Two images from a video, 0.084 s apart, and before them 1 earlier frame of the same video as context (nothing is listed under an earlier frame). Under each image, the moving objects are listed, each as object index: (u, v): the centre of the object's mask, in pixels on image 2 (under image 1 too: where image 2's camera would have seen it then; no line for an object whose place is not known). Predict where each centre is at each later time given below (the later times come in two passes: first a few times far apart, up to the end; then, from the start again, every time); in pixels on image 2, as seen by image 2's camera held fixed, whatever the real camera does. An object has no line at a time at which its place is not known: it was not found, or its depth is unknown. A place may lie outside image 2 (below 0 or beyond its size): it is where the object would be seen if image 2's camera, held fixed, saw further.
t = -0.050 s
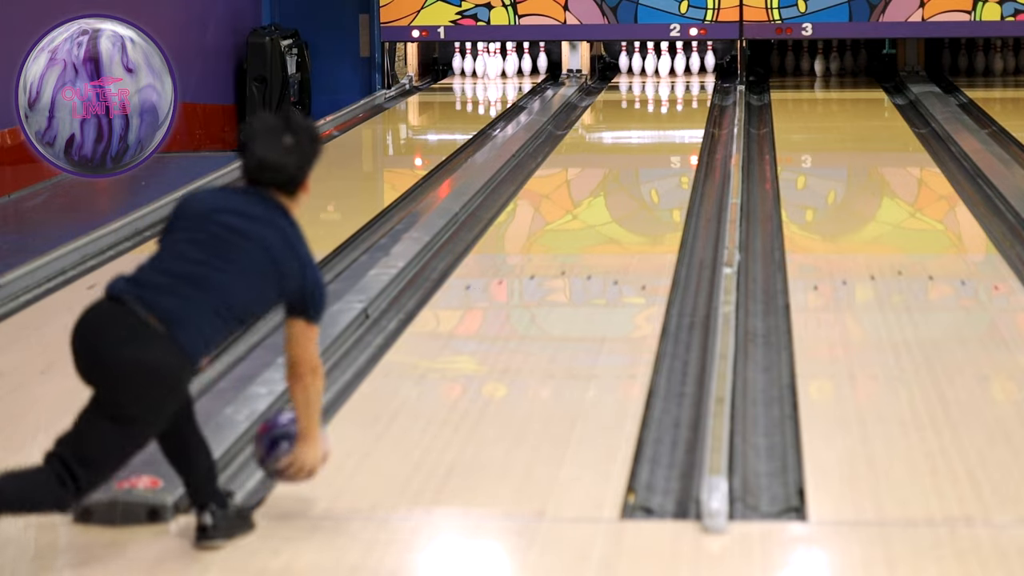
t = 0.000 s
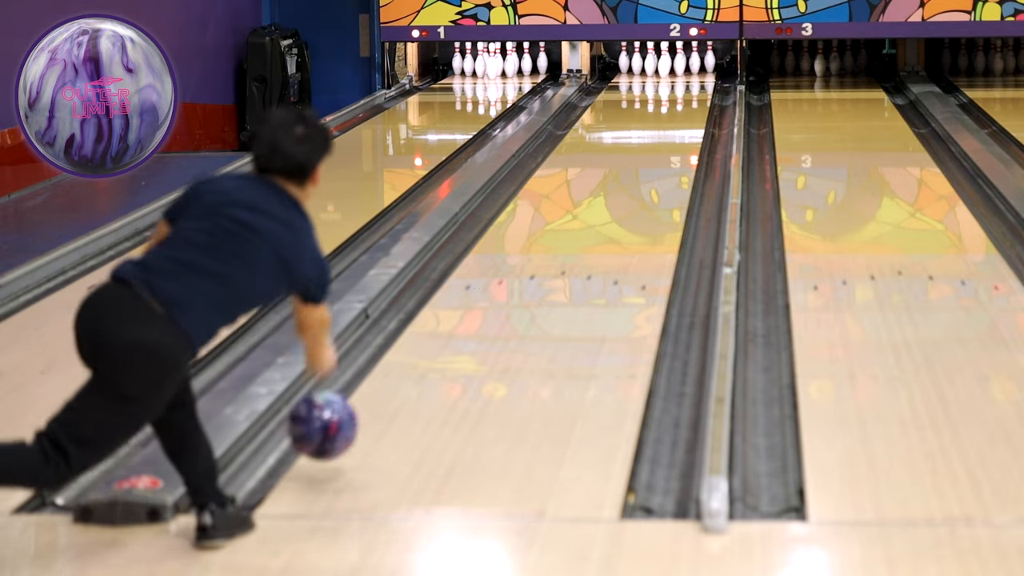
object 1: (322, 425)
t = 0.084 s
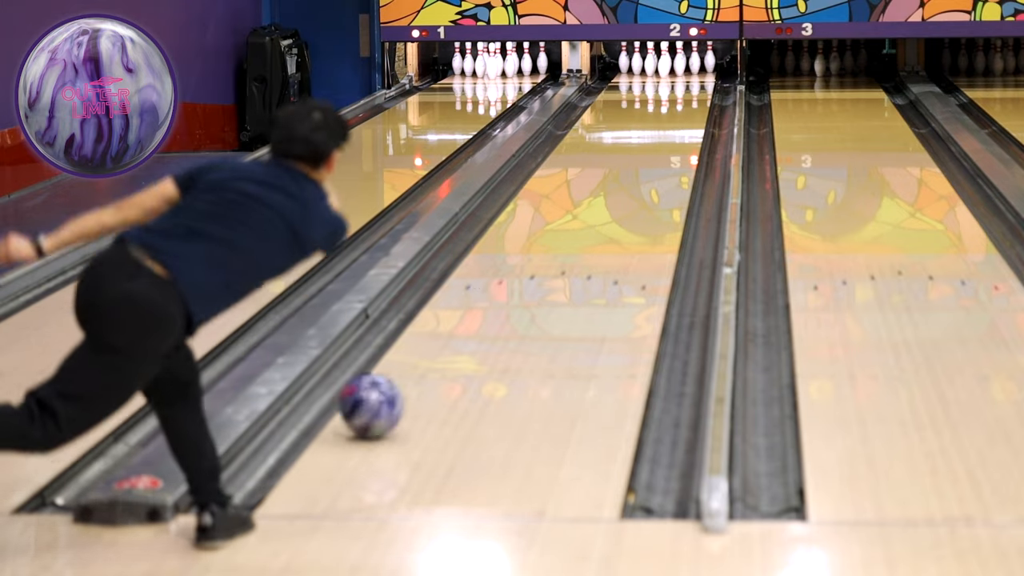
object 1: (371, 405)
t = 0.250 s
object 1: (447, 339)
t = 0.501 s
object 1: (528, 267)
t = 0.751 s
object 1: (584, 215)
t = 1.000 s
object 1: (625, 176)
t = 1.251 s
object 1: (655, 147)
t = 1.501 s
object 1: (677, 123)
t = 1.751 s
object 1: (690, 104)
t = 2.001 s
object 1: (694, 89)
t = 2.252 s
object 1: (684, 76)
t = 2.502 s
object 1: (677, 67)
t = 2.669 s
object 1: (681, 64)
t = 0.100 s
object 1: (380, 397)
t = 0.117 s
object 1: (388, 389)
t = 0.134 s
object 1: (396, 383)
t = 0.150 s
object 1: (404, 376)
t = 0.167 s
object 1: (411, 370)
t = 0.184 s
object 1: (419, 363)
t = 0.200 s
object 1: (426, 357)
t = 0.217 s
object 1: (434, 351)
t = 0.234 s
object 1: (441, 345)
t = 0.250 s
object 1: (447, 339)
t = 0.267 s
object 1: (453, 334)
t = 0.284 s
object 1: (460, 328)
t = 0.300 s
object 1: (466, 322)
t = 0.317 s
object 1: (472, 317)
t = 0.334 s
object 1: (477, 312)
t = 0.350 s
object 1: (483, 307)
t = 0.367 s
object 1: (488, 301)
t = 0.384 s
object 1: (494, 297)
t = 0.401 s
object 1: (499, 292)
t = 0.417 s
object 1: (504, 287)
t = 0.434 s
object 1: (509, 283)
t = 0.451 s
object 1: (514, 279)
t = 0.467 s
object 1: (518, 275)
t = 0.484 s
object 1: (523, 271)
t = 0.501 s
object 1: (528, 267)
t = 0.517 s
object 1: (532, 263)
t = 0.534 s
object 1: (536, 259)
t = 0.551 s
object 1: (540, 255)
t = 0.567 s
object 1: (545, 251)
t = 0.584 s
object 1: (549, 248)
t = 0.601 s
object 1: (552, 244)
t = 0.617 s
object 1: (556, 241)
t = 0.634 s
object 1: (560, 237)
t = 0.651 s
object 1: (564, 234)
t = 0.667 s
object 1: (567, 230)
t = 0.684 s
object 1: (571, 227)
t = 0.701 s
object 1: (574, 224)
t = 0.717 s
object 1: (577, 221)
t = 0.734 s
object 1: (581, 218)
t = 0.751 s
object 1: (584, 215)
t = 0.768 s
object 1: (587, 212)
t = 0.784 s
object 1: (590, 209)
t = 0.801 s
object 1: (593, 206)
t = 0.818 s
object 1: (596, 203)
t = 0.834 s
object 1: (599, 201)
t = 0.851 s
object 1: (602, 198)
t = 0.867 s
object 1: (605, 195)
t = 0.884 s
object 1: (607, 193)
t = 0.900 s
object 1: (610, 190)
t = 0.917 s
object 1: (613, 188)
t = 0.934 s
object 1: (615, 186)
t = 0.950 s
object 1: (617, 183)
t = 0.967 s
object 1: (620, 181)
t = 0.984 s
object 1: (622, 179)
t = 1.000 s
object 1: (625, 176)
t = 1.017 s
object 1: (627, 174)
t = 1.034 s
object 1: (629, 172)
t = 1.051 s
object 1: (632, 170)
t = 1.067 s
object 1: (633, 168)
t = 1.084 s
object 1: (636, 166)
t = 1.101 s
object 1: (638, 164)
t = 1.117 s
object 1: (640, 162)
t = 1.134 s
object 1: (642, 160)
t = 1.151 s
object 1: (644, 157)
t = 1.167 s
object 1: (646, 156)
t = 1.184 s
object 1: (648, 154)
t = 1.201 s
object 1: (650, 152)
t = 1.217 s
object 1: (651, 150)
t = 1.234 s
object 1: (653, 148)
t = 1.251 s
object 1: (655, 147)
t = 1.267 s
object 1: (657, 145)
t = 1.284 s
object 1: (659, 143)
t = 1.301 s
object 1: (660, 142)
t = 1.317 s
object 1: (662, 140)
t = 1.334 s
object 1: (663, 138)
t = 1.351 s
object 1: (665, 137)
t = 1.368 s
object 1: (666, 135)
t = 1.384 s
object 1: (668, 134)
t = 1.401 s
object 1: (669, 132)
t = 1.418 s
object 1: (670, 131)
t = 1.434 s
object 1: (672, 129)
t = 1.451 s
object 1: (673, 128)
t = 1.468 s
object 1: (674, 126)
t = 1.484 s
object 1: (675, 125)
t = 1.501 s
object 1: (677, 123)
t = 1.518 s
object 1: (678, 122)
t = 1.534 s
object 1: (679, 121)
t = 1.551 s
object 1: (680, 119)
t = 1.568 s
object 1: (681, 118)
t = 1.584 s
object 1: (682, 116)
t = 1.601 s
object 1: (683, 115)
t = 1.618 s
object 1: (684, 114)
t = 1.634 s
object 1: (685, 113)
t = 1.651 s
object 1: (686, 111)
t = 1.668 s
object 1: (686, 110)
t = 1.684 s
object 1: (687, 109)
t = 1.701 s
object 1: (688, 108)
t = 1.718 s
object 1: (689, 106)
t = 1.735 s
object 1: (689, 105)
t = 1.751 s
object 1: (690, 104)
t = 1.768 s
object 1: (691, 103)
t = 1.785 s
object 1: (691, 102)
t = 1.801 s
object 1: (692, 101)
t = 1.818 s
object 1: (692, 100)
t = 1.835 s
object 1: (693, 99)
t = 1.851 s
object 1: (693, 97)
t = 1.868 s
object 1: (694, 96)
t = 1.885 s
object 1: (694, 95)
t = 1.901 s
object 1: (694, 94)
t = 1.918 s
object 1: (694, 94)
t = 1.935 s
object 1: (694, 93)
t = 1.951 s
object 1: (694, 92)
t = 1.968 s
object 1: (694, 91)
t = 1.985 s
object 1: (694, 90)
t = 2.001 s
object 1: (694, 89)
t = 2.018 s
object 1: (694, 87)
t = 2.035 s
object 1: (694, 87)
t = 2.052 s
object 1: (693, 86)
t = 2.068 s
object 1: (693, 85)
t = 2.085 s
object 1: (692, 84)
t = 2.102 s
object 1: (692, 84)
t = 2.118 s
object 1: (691, 83)
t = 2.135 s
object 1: (690, 82)
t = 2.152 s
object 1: (689, 81)
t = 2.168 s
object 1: (688, 80)
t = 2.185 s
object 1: (687, 79)
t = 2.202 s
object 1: (687, 79)
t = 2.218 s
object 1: (686, 78)
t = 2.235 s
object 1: (685, 77)
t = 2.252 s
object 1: (684, 76)
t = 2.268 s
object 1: (683, 76)
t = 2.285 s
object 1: (682, 75)
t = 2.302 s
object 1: (682, 74)
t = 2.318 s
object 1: (681, 74)
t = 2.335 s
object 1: (680, 73)
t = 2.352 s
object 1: (679, 72)
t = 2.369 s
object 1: (679, 72)
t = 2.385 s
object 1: (678, 71)
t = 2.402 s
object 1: (677, 71)
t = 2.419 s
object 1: (676, 69)
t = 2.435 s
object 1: (675, 69)
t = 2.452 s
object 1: (675, 69)
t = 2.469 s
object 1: (675, 68)
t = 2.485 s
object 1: (677, 67)
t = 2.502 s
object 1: (677, 67)
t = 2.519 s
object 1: (677, 66)
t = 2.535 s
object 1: (678, 65)
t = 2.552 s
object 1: (678, 65)
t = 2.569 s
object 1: (679, 64)
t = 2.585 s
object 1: (679, 64)
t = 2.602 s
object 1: (680, 64)
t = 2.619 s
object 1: (680, 64)
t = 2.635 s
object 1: (680, 63)
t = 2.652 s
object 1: (681, 63)
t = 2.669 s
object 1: (681, 64)
